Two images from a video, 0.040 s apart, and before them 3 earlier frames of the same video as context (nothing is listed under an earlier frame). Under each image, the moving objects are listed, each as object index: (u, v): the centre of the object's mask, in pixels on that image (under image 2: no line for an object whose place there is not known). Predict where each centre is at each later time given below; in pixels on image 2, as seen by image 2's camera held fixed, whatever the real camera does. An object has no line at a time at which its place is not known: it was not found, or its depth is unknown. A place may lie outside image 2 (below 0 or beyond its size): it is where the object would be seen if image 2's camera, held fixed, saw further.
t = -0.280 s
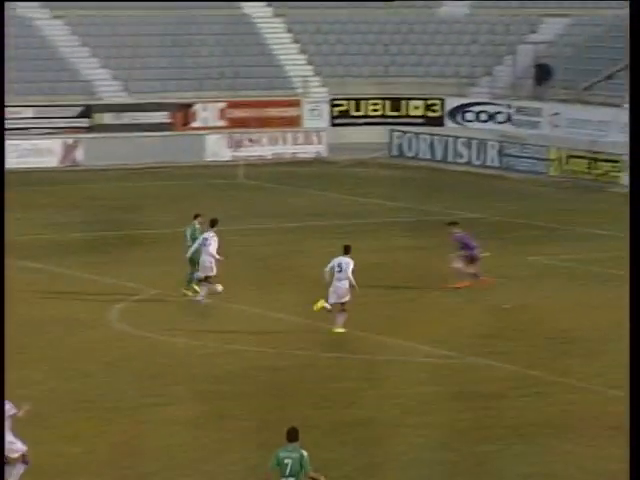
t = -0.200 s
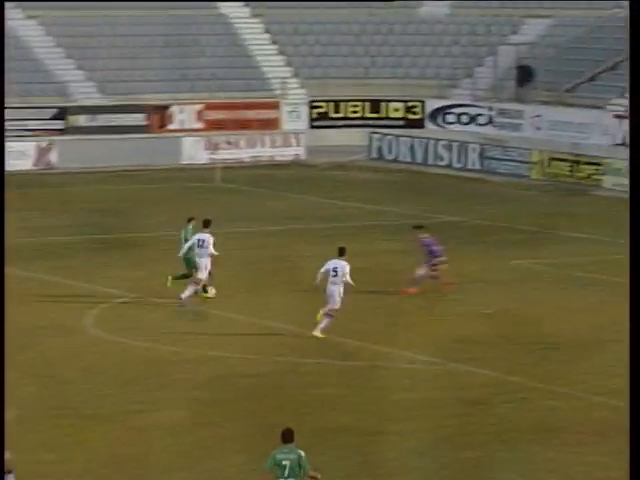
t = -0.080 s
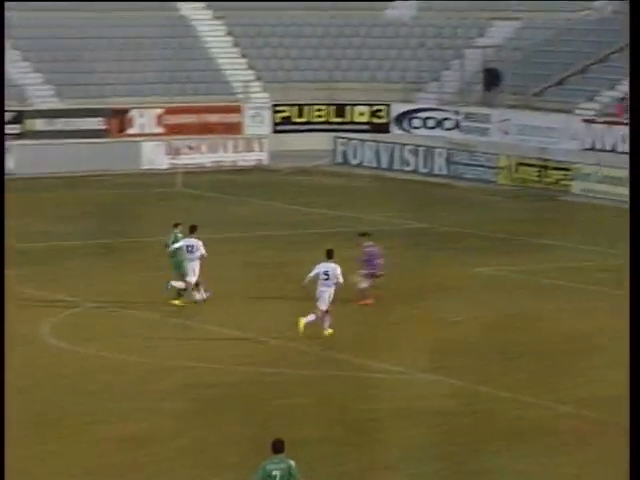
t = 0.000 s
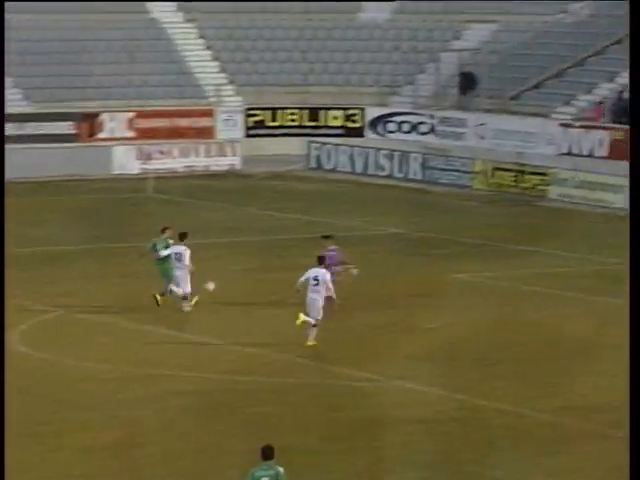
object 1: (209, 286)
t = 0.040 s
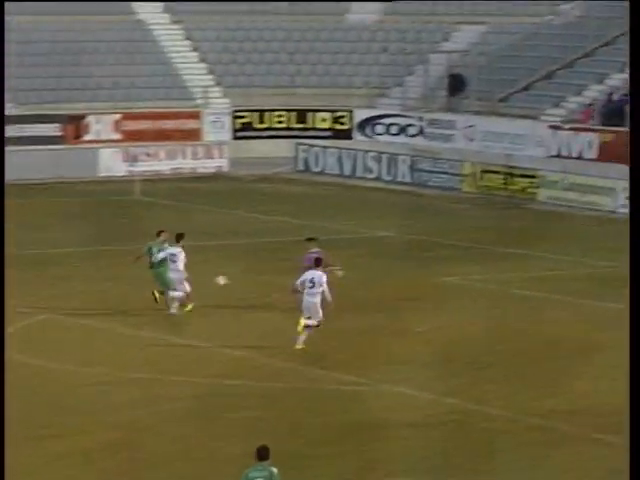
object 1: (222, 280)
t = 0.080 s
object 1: (245, 272)
